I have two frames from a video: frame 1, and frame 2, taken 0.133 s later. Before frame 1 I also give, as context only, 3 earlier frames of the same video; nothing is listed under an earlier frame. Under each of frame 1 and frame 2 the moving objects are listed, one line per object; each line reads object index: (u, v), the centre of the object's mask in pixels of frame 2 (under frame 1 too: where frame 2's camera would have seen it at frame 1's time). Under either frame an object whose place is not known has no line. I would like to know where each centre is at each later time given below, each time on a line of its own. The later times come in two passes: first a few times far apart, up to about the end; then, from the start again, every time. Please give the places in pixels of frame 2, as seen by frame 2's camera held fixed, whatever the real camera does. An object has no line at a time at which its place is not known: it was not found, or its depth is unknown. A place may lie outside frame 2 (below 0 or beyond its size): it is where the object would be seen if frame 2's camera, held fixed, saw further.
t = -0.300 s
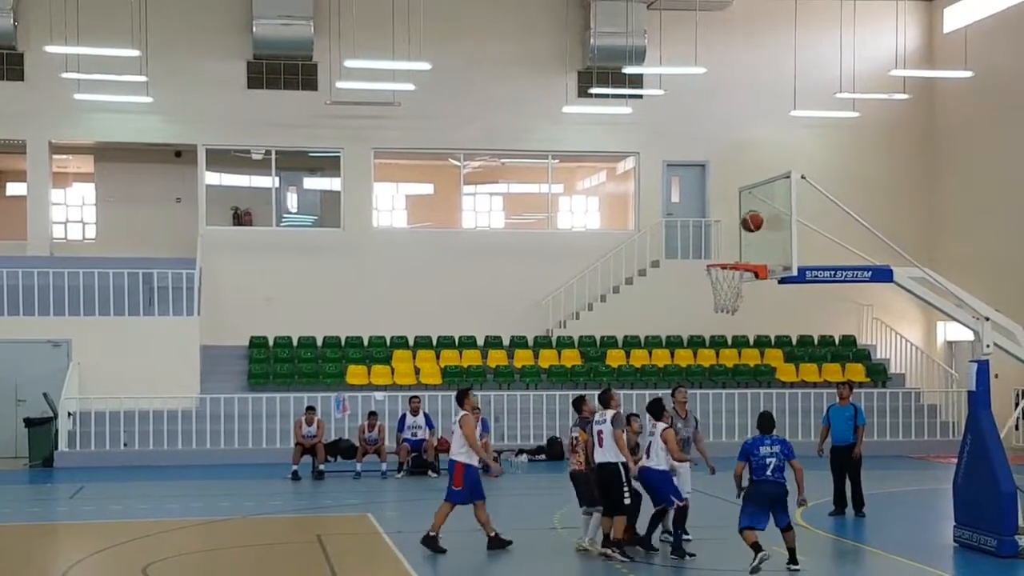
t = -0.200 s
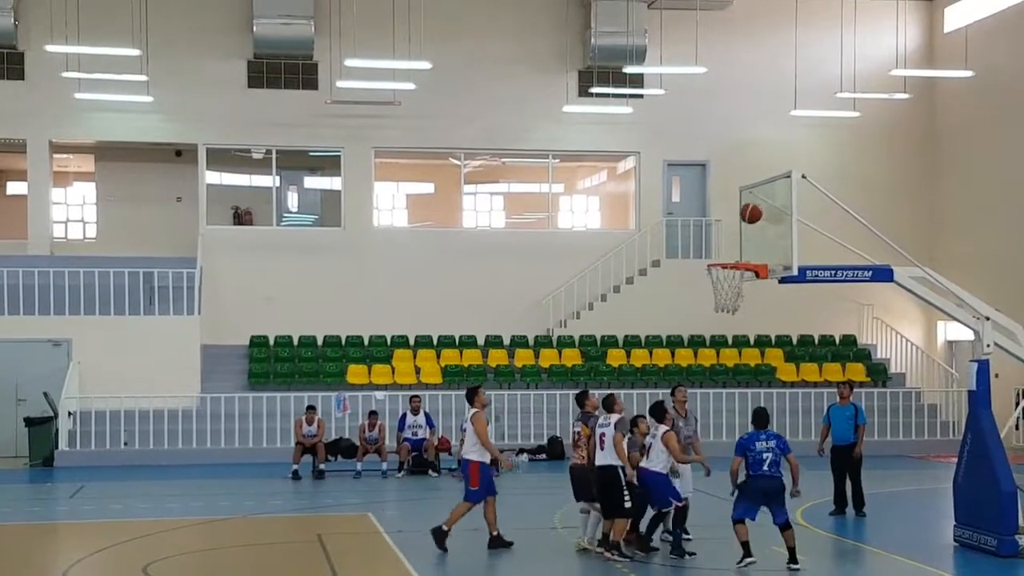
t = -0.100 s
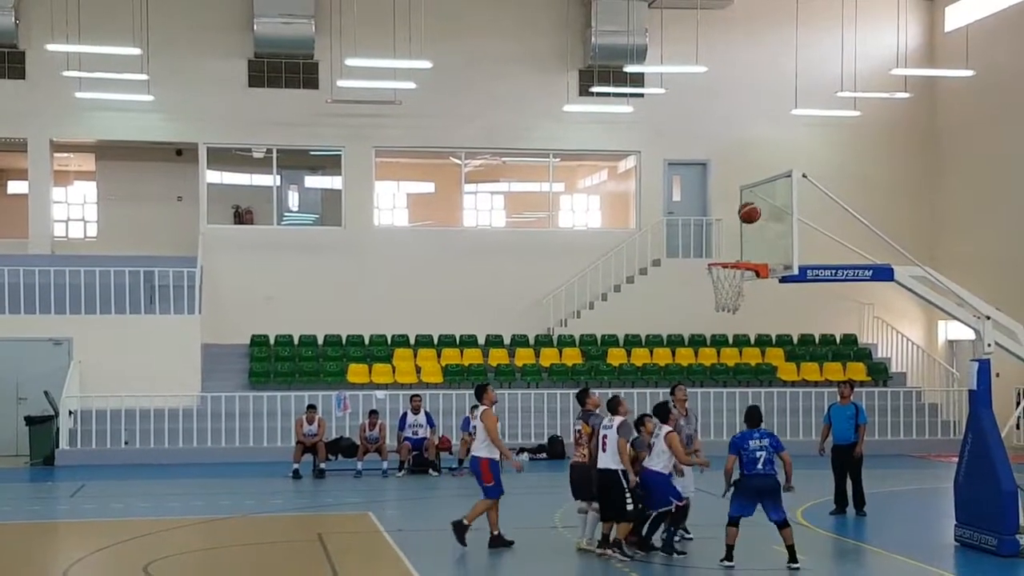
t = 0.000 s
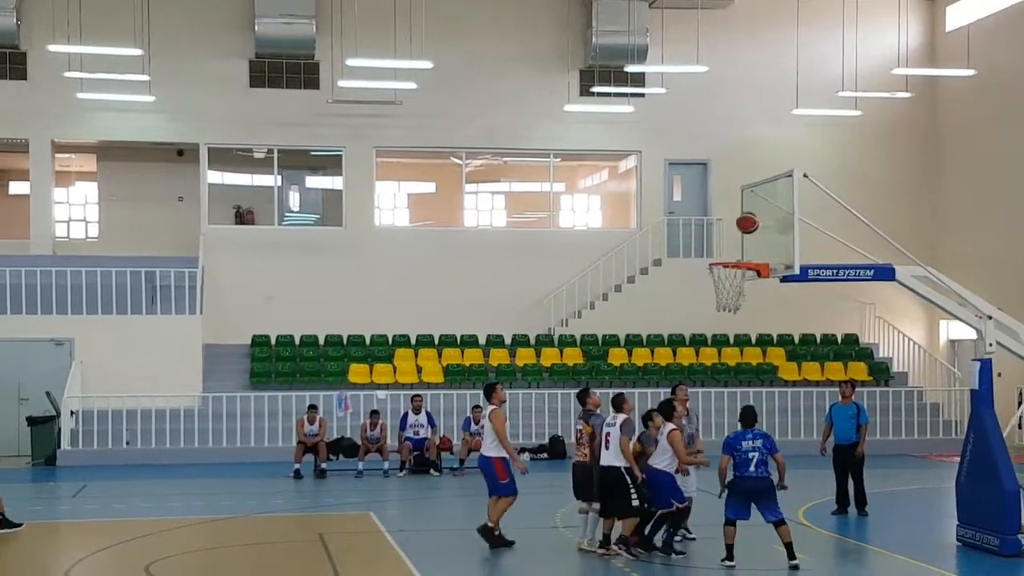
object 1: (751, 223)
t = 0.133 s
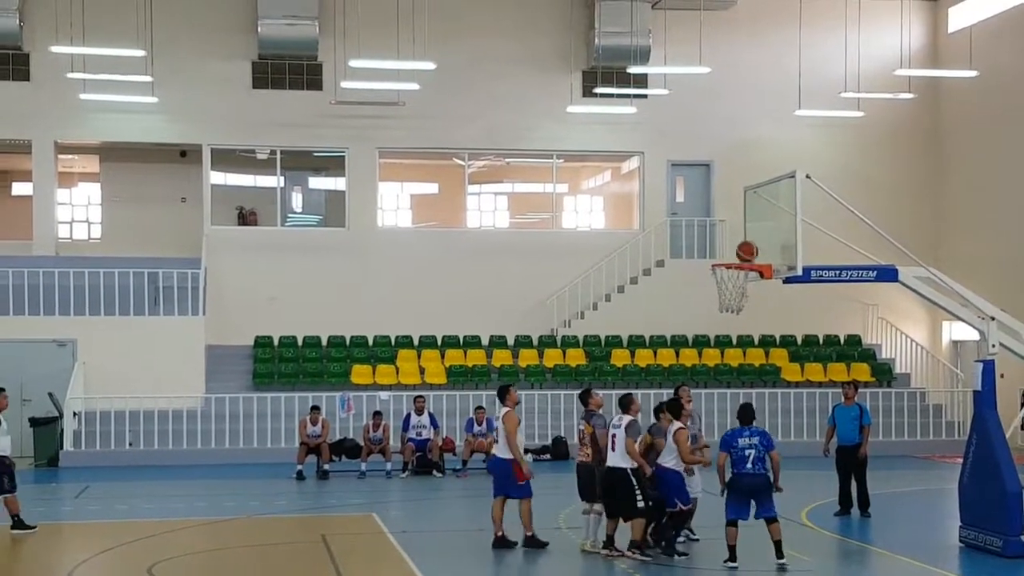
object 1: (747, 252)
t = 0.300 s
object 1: (725, 267)
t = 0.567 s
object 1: (750, 288)
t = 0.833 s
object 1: (756, 323)
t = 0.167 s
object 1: (746, 256)
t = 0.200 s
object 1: (741, 257)
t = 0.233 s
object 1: (735, 257)
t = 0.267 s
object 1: (730, 264)
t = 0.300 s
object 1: (725, 267)
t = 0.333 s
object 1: (729, 270)
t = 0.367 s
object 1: (731, 276)
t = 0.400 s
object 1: (736, 278)
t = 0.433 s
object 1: (741, 284)
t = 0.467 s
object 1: (744, 287)
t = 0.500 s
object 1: (746, 287)
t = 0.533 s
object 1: (748, 288)
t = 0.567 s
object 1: (750, 288)
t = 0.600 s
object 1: (751, 290)
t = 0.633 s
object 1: (752, 292)
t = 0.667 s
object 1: (754, 296)
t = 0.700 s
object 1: (754, 298)
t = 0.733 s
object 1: (755, 302)
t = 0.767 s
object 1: (755, 308)
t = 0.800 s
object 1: (756, 315)
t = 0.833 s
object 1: (756, 323)
